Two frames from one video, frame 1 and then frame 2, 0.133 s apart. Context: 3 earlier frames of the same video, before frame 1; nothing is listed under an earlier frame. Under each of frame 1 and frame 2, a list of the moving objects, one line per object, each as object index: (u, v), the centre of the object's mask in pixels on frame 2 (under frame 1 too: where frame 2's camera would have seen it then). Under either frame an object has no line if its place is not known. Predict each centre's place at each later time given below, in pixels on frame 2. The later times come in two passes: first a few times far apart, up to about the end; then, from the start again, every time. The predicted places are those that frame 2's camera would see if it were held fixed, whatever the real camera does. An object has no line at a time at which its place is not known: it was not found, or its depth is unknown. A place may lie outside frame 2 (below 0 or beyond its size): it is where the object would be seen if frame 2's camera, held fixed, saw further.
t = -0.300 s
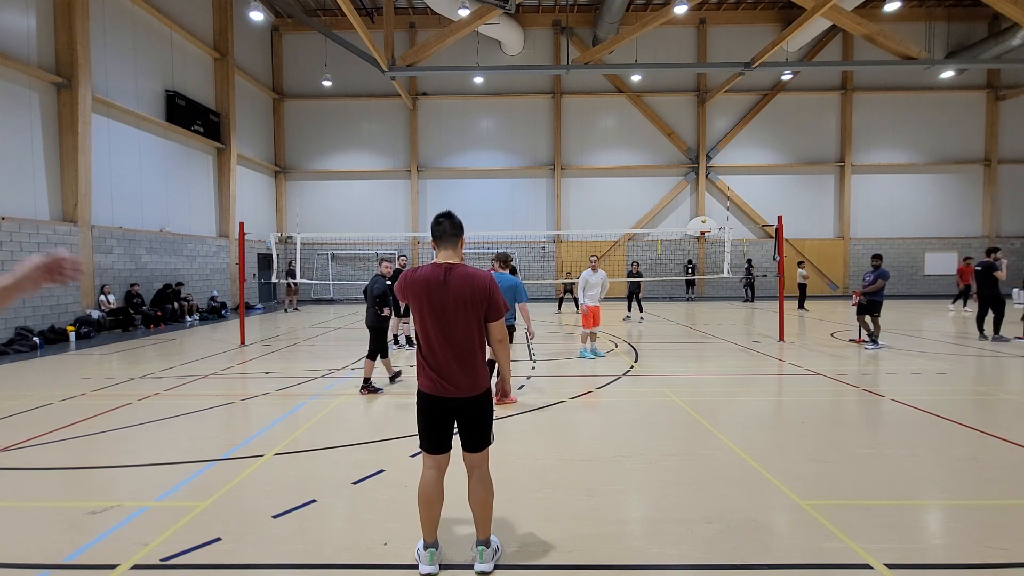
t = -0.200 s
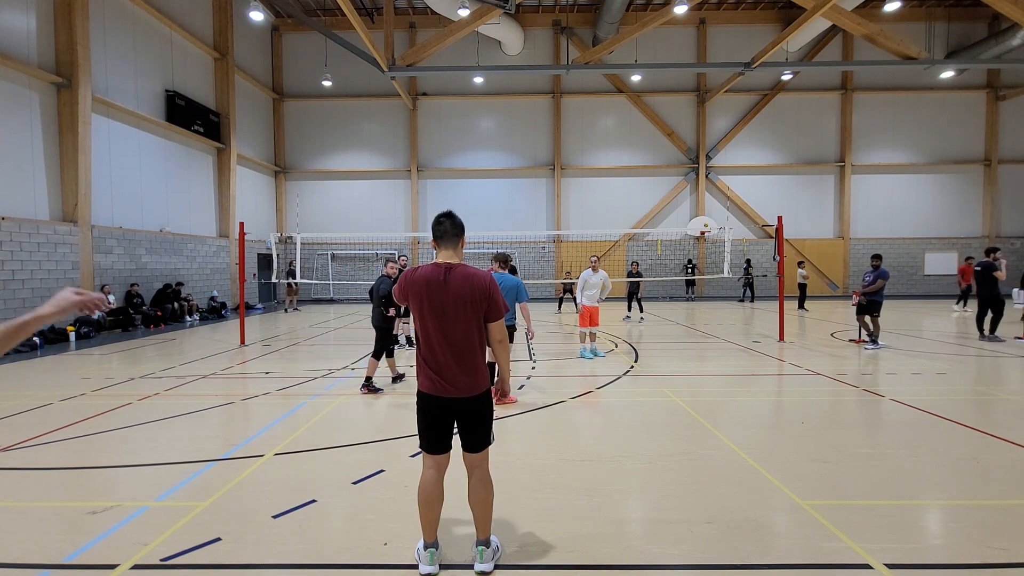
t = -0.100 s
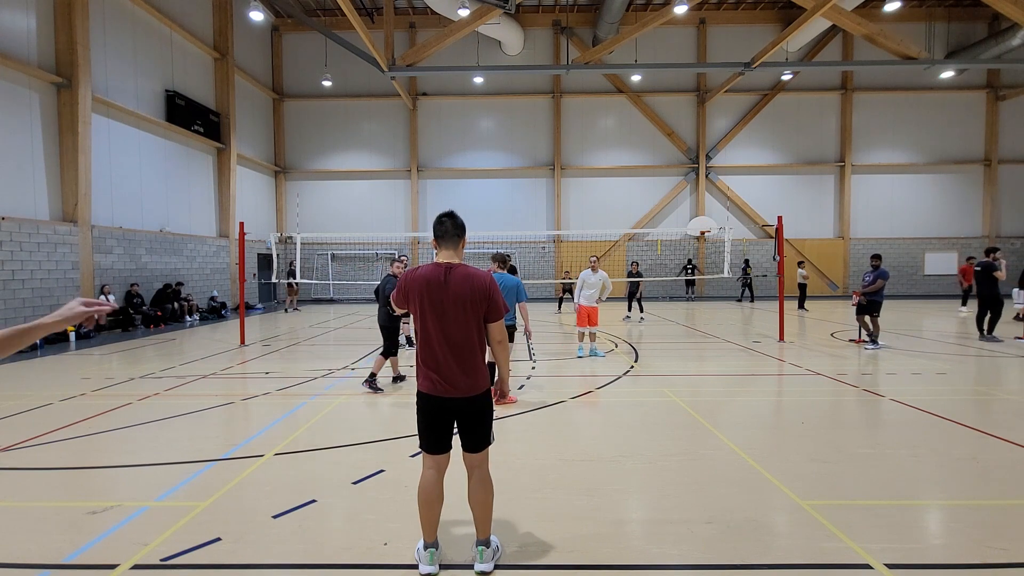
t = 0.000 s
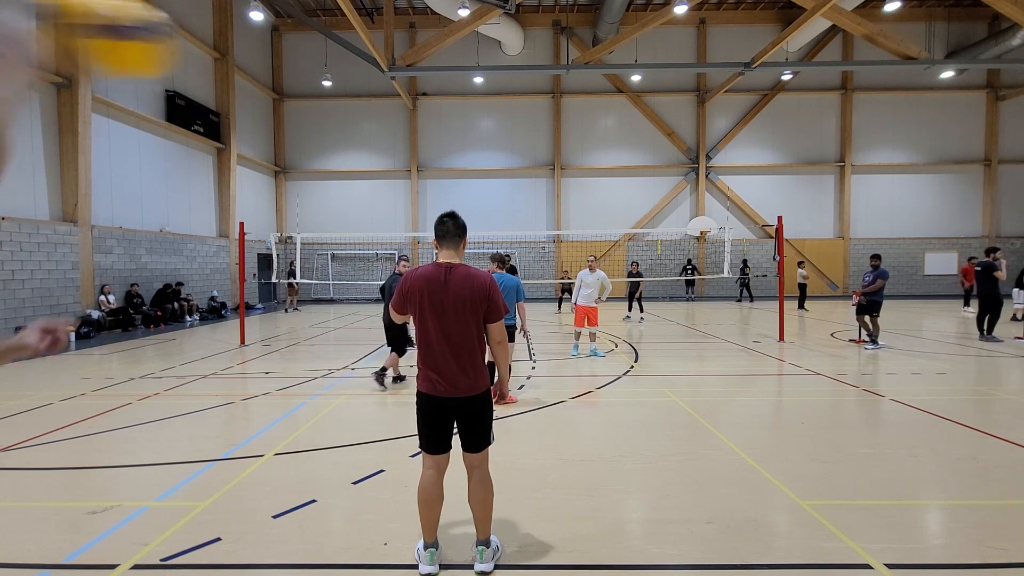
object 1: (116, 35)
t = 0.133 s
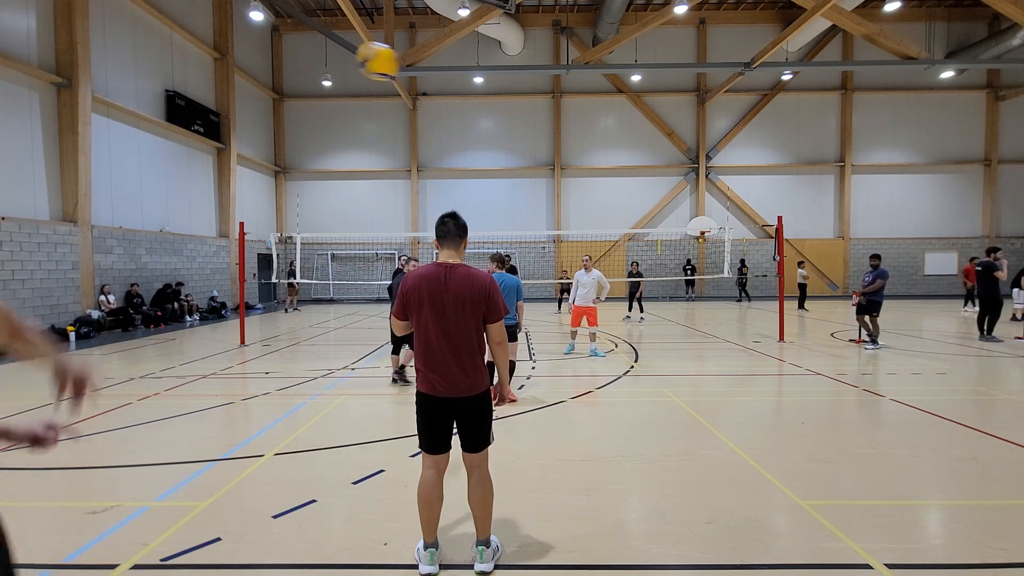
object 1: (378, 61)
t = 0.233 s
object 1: (440, 79)
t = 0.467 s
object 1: (501, 123)
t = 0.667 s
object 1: (523, 163)
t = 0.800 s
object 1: (532, 190)
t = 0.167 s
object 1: (404, 67)
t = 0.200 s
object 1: (425, 73)
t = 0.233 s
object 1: (440, 79)
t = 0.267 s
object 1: (454, 85)
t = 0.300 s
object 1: (465, 91)
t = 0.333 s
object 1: (474, 97)
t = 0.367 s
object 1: (482, 104)
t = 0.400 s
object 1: (489, 110)
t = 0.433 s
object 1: (495, 117)
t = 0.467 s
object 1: (501, 123)
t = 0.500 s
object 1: (505, 130)
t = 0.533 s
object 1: (509, 137)
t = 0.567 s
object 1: (513, 143)
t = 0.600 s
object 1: (517, 150)
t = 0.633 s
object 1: (520, 156)
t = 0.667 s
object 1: (523, 163)
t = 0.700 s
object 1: (526, 170)
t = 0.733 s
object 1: (528, 177)
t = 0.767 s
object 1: (530, 183)
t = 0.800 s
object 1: (532, 190)
